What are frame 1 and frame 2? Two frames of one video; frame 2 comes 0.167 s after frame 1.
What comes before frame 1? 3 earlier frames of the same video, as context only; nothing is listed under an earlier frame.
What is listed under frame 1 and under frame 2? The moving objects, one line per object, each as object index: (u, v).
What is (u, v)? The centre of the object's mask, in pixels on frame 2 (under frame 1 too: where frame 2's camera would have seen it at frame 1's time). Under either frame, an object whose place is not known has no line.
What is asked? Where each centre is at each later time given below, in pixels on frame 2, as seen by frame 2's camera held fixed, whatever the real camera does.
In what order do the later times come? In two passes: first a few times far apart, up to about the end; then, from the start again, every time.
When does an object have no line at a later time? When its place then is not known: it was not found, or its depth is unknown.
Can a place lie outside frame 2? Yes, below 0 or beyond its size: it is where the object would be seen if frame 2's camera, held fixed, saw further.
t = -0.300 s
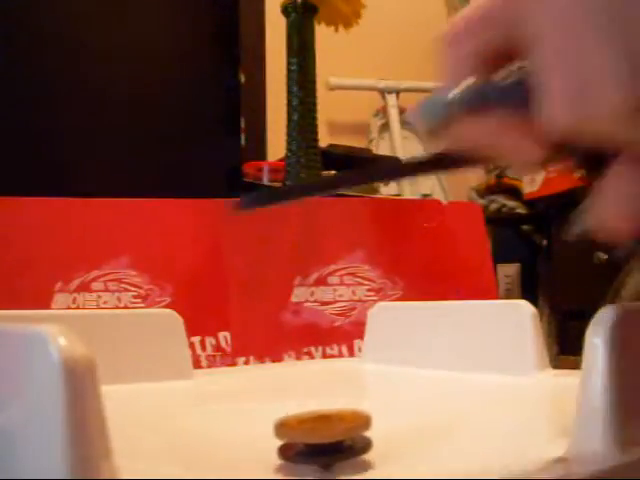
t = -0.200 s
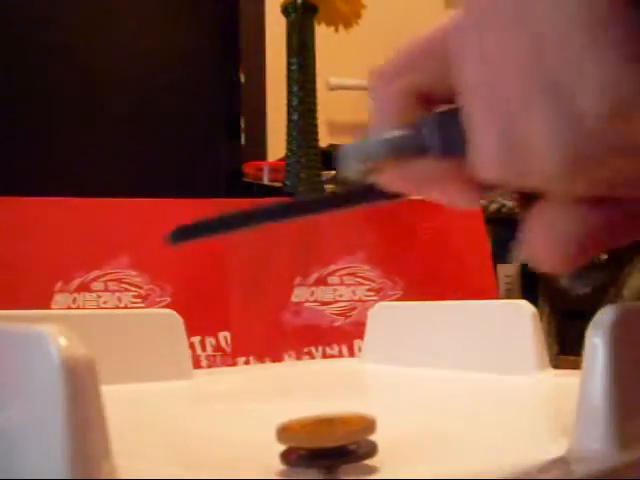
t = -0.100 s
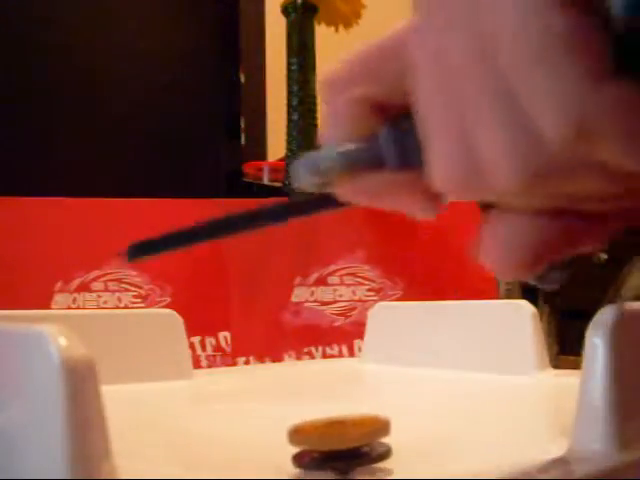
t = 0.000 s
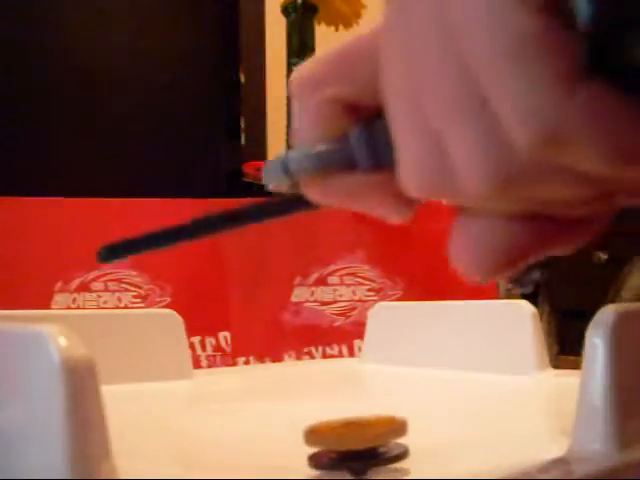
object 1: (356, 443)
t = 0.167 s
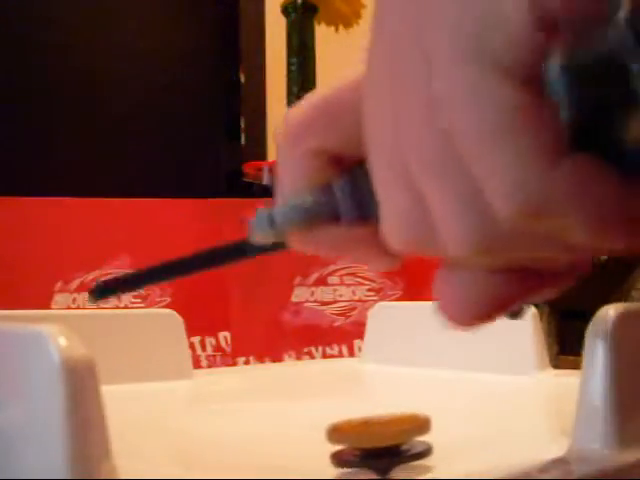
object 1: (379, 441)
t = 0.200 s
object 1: (381, 441)
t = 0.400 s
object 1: (365, 438)
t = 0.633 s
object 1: (419, 371)
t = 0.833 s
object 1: (372, 367)
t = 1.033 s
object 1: (336, 368)
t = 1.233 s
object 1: (296, 371)
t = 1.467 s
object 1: (230, 390)
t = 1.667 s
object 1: (223, 443)
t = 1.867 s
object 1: (438, 418)
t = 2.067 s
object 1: (430, 421)
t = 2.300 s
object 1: (243, 388)
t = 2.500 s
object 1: (191, 419)
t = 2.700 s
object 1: (394, 440)
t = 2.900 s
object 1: (472, 417)
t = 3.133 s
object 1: (313, 409)
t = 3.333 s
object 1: (269, 431)
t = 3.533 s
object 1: (294, 445)
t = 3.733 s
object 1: (341, 447)
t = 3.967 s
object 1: (360, 446)
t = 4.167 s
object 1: (361, 445)
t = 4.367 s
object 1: (357, 444)
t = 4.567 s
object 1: (358, 437)
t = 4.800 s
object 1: (355, 437)
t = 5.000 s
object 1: (344, 437)
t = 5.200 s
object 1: (329, 436)
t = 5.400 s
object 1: (333, 436)
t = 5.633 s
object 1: (326, 441)
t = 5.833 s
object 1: (310, 441)
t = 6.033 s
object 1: (298, 441)
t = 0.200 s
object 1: (381, 441)
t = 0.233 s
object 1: (382, 440)
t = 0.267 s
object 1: (383, 440)
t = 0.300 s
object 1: (382, 440)
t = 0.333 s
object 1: (379, 439)
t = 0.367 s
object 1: (370, 439)
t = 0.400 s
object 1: (365, 438)
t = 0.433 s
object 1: (339, 433)
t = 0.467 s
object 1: (382, 424)
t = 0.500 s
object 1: (405, 411)
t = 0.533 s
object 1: (418, 398)
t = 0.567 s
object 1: (425, 383)
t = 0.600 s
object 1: (423, 374)
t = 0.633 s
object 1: (419, 371)
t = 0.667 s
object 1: (413, 368)
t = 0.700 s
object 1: (404, 367)
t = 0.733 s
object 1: (396, 367)
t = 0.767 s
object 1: (388, 367)
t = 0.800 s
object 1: (380, 366)
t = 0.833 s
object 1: (372, 367)
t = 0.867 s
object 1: (366, 367)
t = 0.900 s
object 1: (360, 367)
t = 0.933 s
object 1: (354, 367)
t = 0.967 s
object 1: (348, 367)
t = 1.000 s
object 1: (342, 367)
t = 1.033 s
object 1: (336, 368)
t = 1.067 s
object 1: (330, 368)
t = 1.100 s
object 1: (323, 368)
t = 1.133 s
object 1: (317, 369)
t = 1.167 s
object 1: (311, 370)
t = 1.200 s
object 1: (304, 370)
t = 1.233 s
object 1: (296, 371)
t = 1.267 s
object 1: (289, 372)
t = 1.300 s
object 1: (280, 373)
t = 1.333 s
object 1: (272, 374)
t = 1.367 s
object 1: (264, 375)
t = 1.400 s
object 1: (254, 378)
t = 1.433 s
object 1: (244, 383)
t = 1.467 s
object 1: (230, 390)
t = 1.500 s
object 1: (216, 399)
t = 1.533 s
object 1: (205, 412)
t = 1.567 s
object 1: (199, 423)
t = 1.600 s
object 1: (199, 429)
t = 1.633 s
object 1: (206, 439)
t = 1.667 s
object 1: (223, 443)
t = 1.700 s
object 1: (251, 444)
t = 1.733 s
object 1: (284, 447)
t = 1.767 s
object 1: (327, 433)
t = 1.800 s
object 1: (365, 424)
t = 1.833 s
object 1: (406, 433)
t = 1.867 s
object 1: (438, 418)
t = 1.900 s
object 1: (459, 418)
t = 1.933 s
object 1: (477, 422)
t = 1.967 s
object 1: (478, 421)
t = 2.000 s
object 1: (470, 423)
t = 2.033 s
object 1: (453, 422)
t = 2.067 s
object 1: (430, 421)
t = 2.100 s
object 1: (403, 414)
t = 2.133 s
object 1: (375, 411)
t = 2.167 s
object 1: (346, 401)
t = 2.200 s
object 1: (318, 403)
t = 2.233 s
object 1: (291, 393)
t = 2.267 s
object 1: (265, 394)
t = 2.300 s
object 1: (243, 388)
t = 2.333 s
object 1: (221, 391)
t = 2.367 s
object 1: (204, 392)
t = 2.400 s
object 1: (192, 399)
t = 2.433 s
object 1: (188, 403)
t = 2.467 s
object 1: (184, 415)
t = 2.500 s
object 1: (191, 419)
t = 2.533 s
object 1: (204, 433)
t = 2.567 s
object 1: (233, 429)
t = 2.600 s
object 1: (265, 439)
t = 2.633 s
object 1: (305, 445)
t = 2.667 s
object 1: (348, 441)
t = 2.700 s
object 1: (394, 440)
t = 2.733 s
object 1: (435, 425)
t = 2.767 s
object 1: (466, 424)
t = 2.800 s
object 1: (487, 423)
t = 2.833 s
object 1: (490, 416)
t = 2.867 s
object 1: (488, 417)
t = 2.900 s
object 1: (472, 417)
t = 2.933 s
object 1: (453, 417)
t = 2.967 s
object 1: (429, 418)
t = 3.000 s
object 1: (401, 417)
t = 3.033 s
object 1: (376, 412)
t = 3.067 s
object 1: (353, 420)
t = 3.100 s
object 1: (330, 411)
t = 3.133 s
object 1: (313, 409)
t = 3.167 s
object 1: (294, 419)
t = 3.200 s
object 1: (283, 421)
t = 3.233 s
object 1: (277, 424)
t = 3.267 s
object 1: (273, 426)
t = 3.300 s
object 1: (270, 428)
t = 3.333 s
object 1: (269, 431)
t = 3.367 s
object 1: (269, 434)
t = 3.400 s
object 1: (270, 436)
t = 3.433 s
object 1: (274, 439)
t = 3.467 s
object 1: (280, 441)
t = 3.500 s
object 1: (286, 443)
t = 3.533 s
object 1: (294, 445)
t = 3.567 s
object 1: (303, 446)
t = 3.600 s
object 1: (312, 446)
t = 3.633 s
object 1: (320, 446)
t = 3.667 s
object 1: (328, 447)
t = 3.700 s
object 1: (334, 447)
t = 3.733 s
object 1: (341, 447)
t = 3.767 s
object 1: (346, 447)
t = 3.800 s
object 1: (350, 446)
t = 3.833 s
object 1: (353, 446)
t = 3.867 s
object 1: (356, 446)
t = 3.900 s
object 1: (359, 446)
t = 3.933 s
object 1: (360, 446)
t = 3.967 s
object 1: (360, 446)
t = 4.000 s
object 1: (360, 446)
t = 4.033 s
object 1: (360, 447)
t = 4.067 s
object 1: (360, 446)
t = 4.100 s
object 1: (359, 445)
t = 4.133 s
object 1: (361, 445)
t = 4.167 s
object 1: (361, 445)
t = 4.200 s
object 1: (360, 445)
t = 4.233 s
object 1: (359, 446)
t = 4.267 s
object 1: (359, 446)
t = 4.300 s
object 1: (358, 445)
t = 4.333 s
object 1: (356, 444)
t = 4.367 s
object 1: (357, 444)
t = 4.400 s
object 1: (358, 441)
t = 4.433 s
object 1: (357, 439)
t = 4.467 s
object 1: (356, 440)
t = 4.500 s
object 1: (358, 439)
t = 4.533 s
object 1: (358, 438)
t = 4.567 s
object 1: (358, 437)
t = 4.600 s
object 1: (359, 437)
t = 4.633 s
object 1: (358, 437)
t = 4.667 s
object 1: (358, 437)
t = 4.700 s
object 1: (359, 437)
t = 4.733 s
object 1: (359, 437)
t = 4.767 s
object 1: (357, 437)
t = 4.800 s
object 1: (355, 437)
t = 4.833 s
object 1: (357, 435)
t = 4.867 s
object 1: (354, 438)
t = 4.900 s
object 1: (353, 437)
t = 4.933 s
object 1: (351, 437)
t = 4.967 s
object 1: (348, 437)
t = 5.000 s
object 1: (344, 437)
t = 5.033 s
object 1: (341, 438)
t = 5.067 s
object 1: (339, 438)
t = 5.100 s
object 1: (337, 437)
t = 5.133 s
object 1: (336, 438)
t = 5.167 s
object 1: (332, 437)
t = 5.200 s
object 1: (329, 436)
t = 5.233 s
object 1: (328, 436)
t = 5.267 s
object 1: (328, 436)
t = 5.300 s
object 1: (329, 435)
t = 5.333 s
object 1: (331, 435)
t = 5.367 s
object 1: (332, 436)
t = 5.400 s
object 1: (333, 436)
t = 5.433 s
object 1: (331, 437)
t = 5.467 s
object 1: (331, 438)
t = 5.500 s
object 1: (331, 439)
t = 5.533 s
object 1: (332, 439)
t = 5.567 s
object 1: (330, 440)
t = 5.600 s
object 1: (326, 441)
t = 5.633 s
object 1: (326, 441)
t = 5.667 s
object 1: (325, 440)
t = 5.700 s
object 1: (323, 440)
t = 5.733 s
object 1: (319, 440)
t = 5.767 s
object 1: (314, 440)
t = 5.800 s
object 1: (312, 440)
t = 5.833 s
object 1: (310, 441)
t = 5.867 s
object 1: (308, 441)
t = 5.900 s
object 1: (305, 441)
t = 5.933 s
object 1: (302, 441)
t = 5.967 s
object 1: (300, 442)
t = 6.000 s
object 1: (297, 442)
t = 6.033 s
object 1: (298, 441)
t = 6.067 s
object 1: (297, 442)
